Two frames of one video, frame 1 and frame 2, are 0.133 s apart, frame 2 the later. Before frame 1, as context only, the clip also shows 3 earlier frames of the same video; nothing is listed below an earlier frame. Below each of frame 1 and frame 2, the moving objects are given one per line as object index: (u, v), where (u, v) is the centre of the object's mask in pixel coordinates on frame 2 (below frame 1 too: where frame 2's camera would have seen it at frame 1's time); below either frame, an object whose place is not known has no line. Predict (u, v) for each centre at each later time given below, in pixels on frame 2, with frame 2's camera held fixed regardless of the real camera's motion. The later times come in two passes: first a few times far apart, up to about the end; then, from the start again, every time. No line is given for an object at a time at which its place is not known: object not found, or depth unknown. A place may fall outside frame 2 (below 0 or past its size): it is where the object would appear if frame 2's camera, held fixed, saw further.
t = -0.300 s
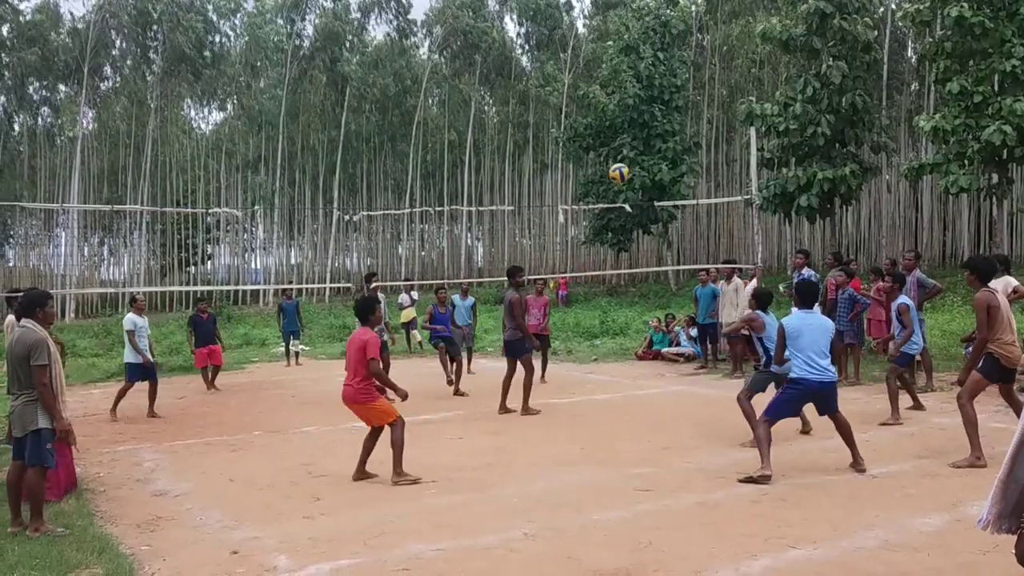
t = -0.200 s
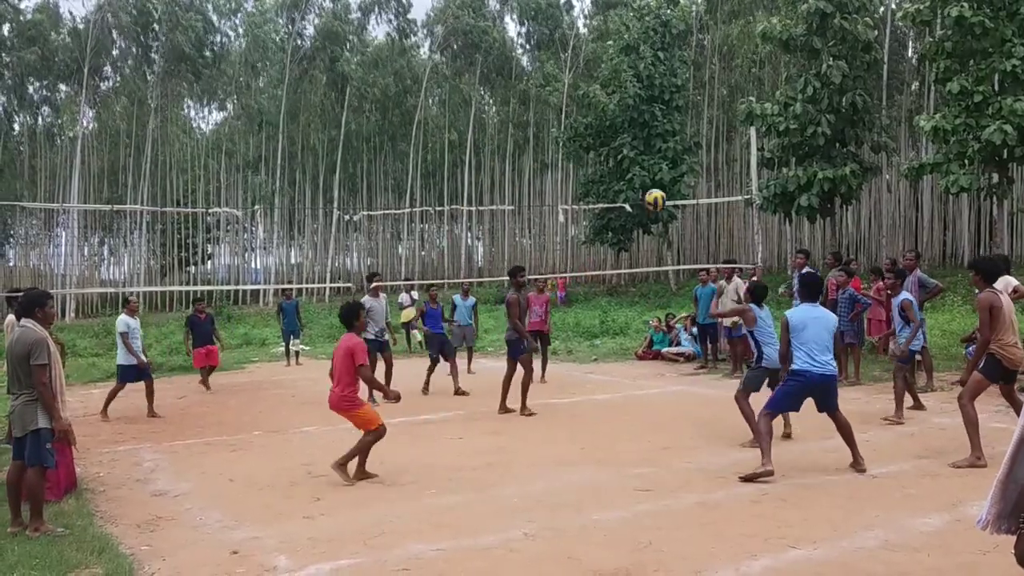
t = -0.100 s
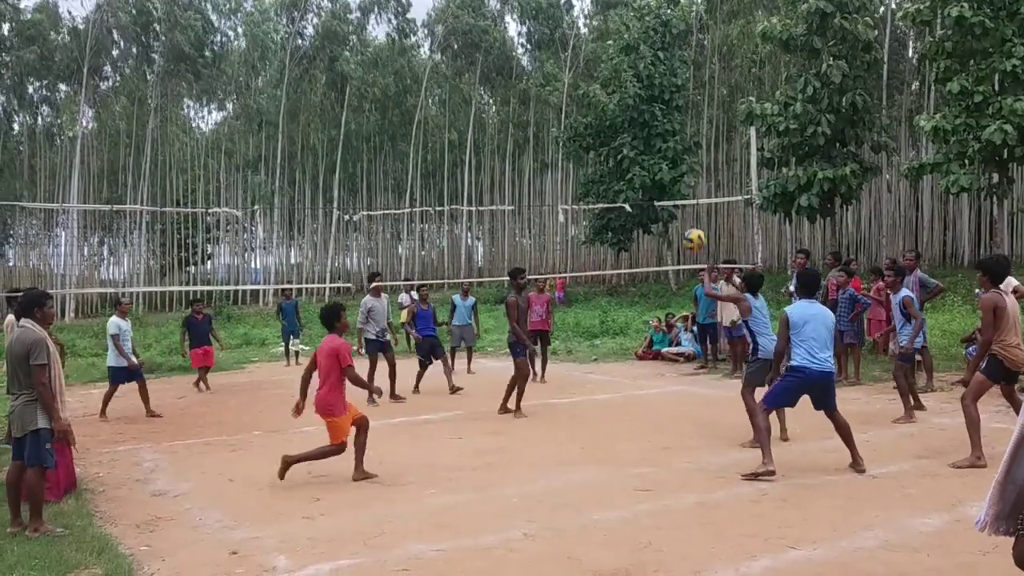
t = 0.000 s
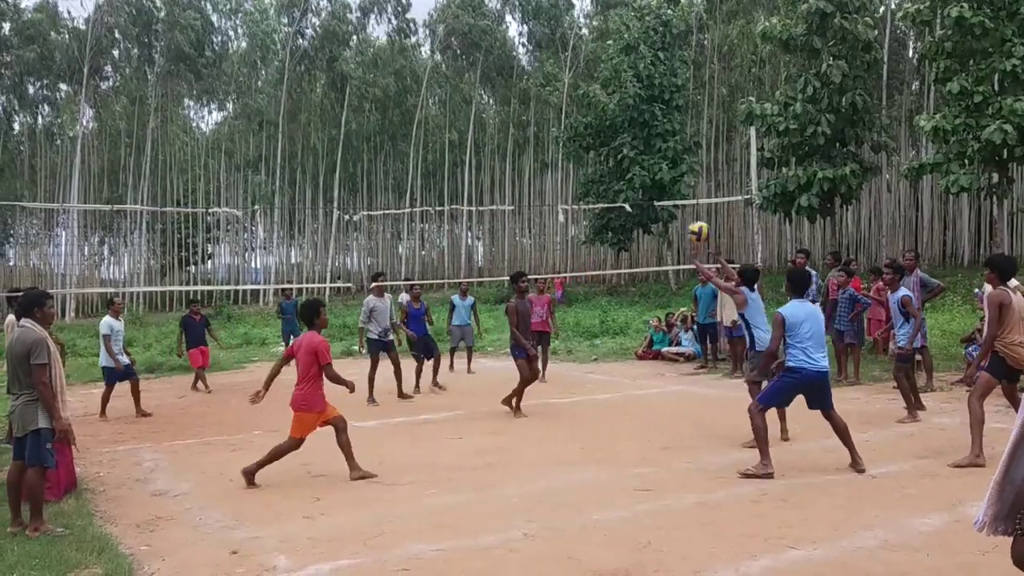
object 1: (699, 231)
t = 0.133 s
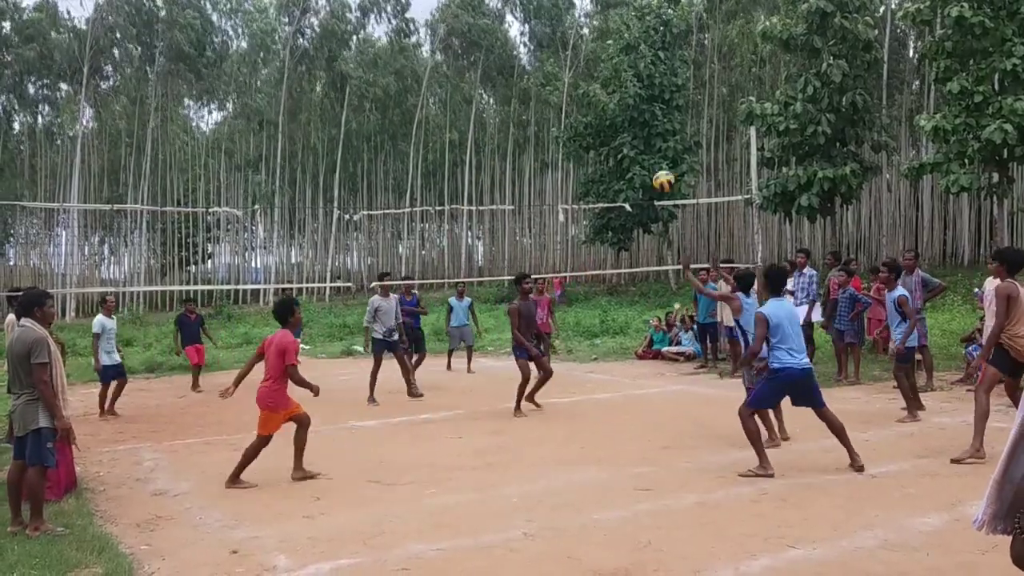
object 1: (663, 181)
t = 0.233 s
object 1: (638, 156)
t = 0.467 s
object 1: (587, 140)
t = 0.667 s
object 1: (547, 165)
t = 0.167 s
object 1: (655, 172)
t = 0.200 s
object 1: (646, 164)
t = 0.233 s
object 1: (638, 156)
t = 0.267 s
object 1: (631, 151)
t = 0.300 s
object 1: (623, 146)
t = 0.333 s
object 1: (615, 143)
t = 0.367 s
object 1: (608, 141)
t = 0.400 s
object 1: (600, 139)
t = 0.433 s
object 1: (593, 141)
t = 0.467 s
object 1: (587, 140)
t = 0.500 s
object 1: (580, 142)
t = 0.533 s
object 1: (573, 144)
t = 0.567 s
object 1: (566, 148)
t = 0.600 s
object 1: (560, 152)
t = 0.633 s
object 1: (553, 158)
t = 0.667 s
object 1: (547, 165)
